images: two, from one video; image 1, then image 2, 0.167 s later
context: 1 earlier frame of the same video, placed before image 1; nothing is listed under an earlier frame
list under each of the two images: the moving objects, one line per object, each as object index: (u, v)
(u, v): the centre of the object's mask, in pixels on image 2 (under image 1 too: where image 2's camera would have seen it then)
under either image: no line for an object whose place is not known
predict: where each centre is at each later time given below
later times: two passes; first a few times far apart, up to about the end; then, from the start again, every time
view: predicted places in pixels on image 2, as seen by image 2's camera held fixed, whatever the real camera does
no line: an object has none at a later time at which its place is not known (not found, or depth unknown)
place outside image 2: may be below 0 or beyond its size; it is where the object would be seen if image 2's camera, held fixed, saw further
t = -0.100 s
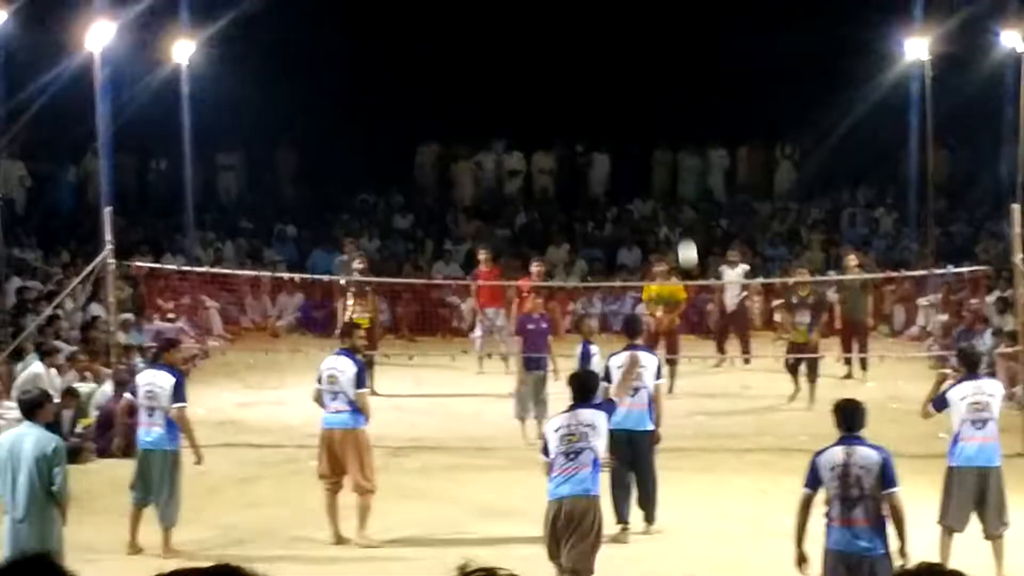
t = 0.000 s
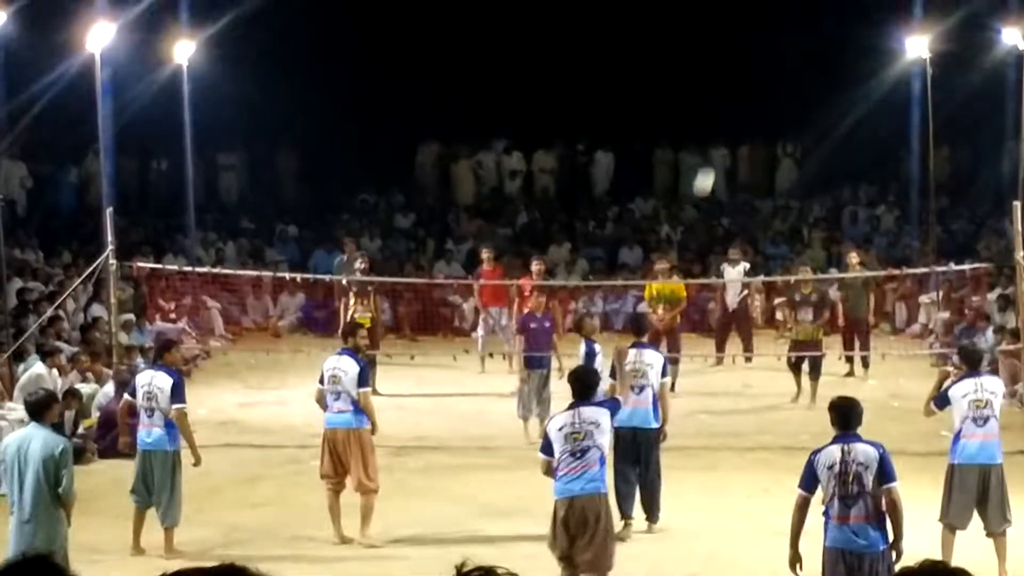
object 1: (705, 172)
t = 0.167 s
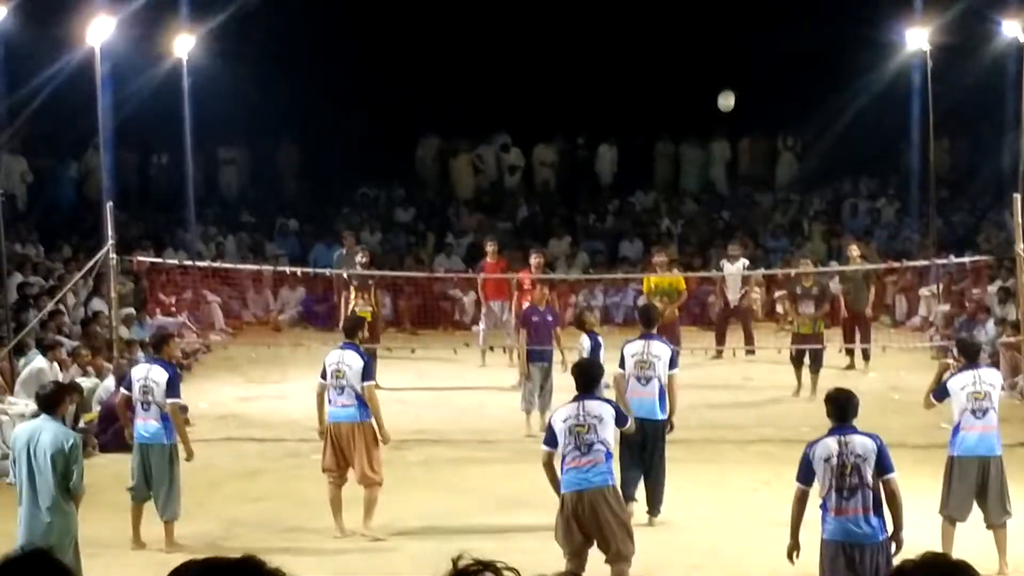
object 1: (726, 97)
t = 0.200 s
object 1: (730, 88)
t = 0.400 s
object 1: (749, 66)
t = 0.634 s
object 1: (766, 86)
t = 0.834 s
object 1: (778, 137)
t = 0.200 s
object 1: (730, 88)
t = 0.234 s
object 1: (734, 82)
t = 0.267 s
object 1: (737, 77)
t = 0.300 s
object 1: (740, 72)
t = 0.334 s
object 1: (743, 69)
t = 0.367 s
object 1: (746, 67)
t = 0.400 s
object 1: (749, 66)
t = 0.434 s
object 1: (752, 66)
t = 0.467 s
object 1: (754, 67)
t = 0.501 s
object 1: (757, 69)
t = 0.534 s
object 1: (759, 72)
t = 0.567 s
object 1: (762, 76)
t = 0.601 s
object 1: (764, 80)
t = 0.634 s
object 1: (766, 86)
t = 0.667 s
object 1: (768, 93)
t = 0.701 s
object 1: (771, 100)
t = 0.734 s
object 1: (772, 109)
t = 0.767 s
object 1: (774, 117)
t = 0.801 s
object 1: (776, 127)
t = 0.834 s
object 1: (778, 137)
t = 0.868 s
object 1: (779, 147)
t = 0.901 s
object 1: (780, 159)
